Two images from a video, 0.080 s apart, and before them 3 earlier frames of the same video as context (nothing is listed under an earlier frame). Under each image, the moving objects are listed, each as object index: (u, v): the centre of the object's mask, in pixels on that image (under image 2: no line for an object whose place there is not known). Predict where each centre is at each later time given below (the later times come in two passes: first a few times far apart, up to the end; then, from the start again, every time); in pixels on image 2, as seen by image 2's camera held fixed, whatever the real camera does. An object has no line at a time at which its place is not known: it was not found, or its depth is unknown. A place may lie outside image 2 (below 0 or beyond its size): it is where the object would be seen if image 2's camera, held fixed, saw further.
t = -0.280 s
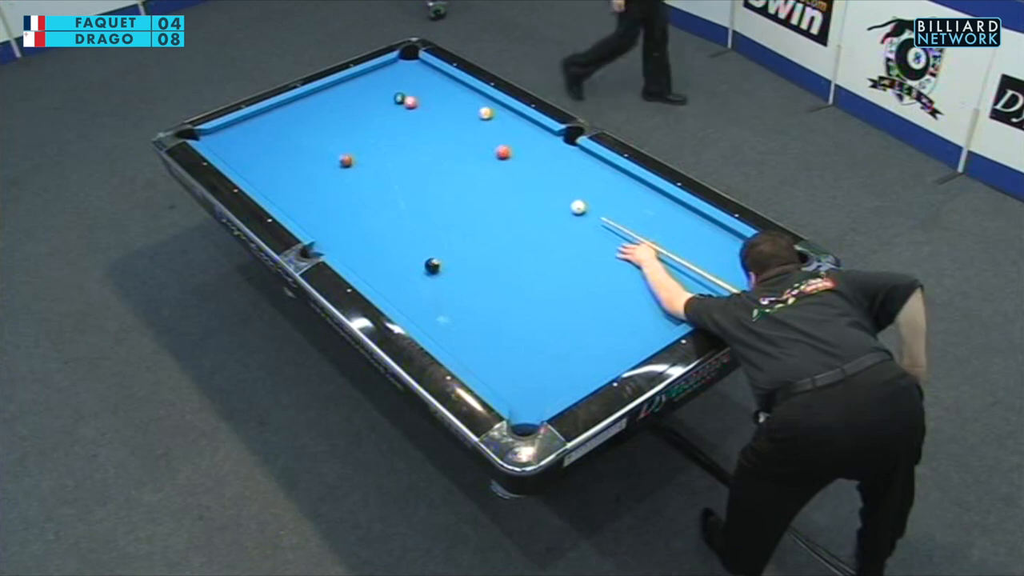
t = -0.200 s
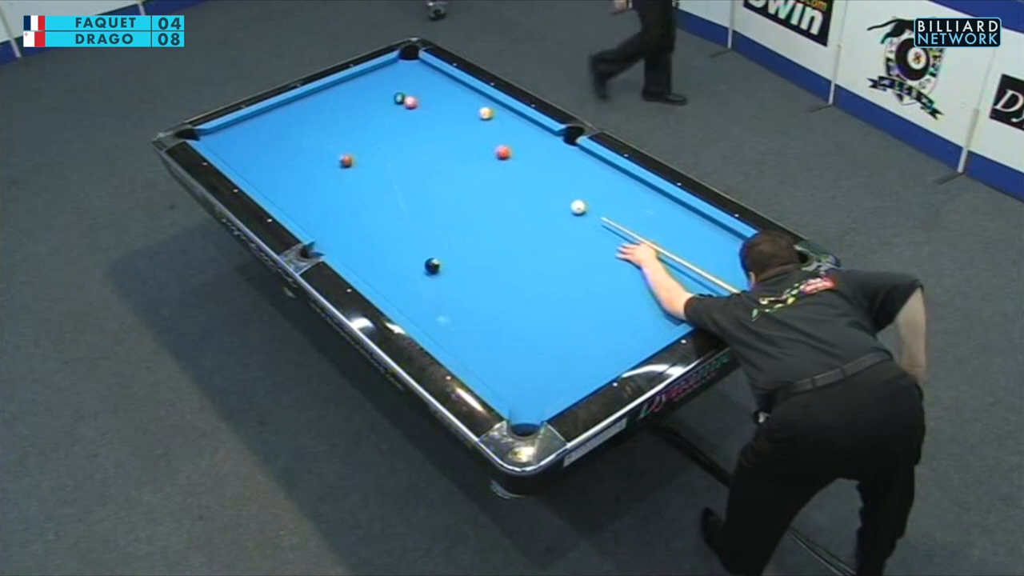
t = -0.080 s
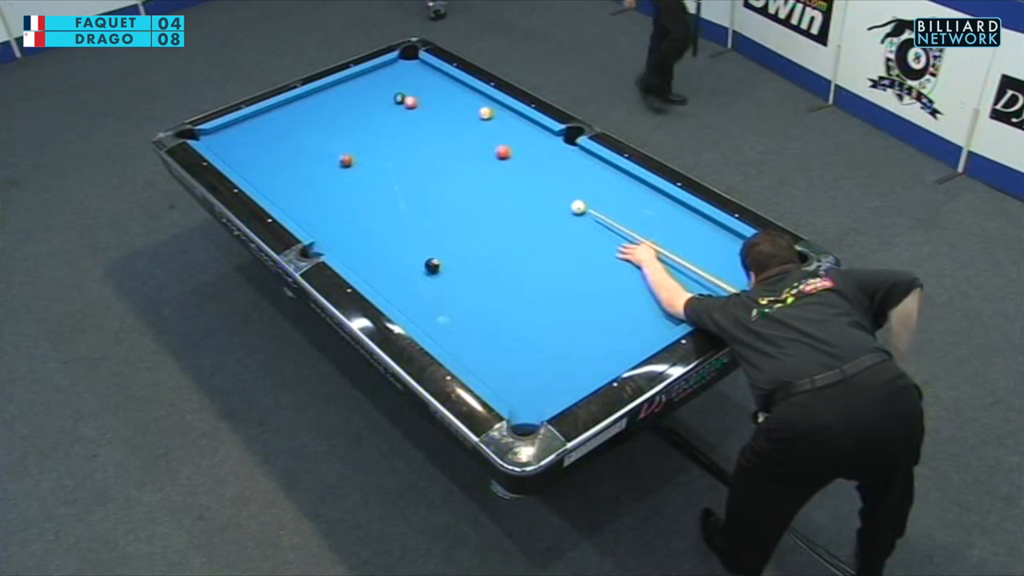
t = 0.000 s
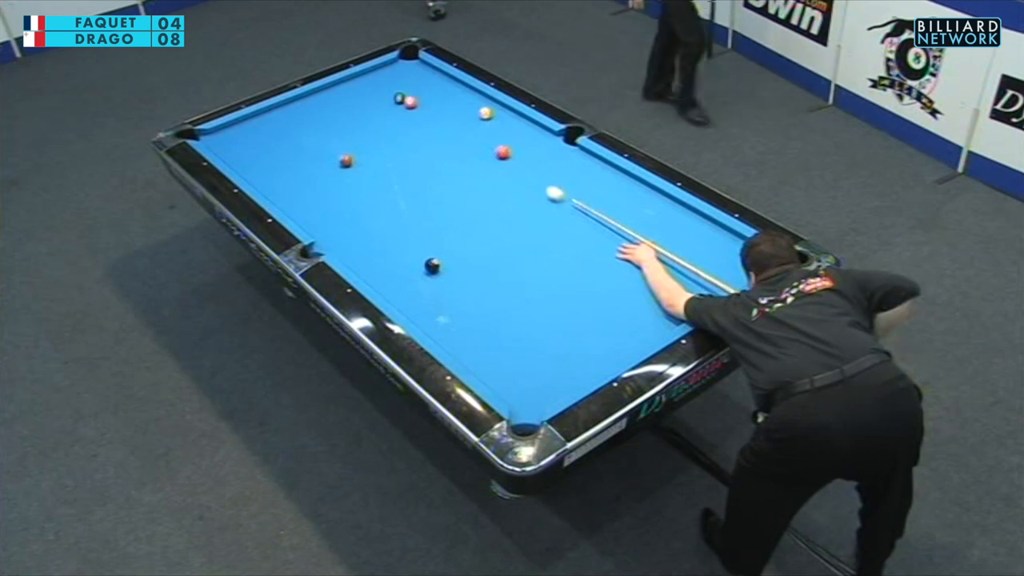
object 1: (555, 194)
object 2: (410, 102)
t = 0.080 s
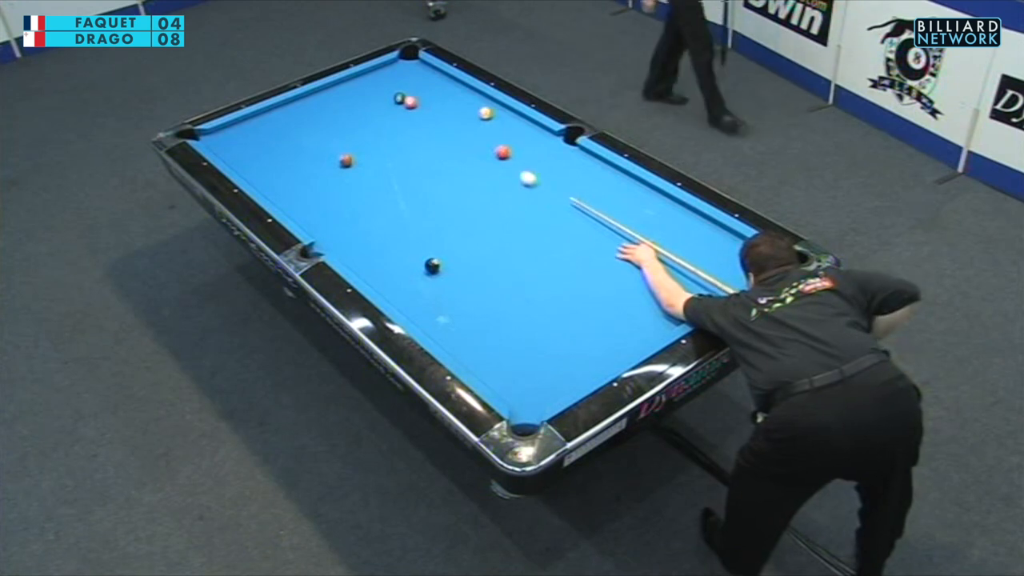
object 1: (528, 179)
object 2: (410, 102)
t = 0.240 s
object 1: (484, 154)
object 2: (410, 102)
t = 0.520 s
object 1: (418, 115)
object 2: (410, 102)
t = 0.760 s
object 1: (359, 95)
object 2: (419, 95)
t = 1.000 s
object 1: (340, 94)
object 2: (429, 85)
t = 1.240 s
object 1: (359, 107)
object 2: (438, 77)
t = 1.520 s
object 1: (380, 121)
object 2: (433, 74)
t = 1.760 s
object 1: (398, 134)
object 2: (424, 76)
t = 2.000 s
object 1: (417, 147)
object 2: (416, 77)
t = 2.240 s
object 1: (436, 161)
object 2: (408, 78)
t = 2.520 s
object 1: (458, 177)
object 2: (400, 78)
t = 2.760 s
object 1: (478, 190)
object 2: (394, 79)
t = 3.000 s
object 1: (497, 204)
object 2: (389, 79)
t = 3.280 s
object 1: (520, 220)
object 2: (383, 80)
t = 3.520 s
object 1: (540, 234)
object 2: (380, 80)
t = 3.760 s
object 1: (560, 248)
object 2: (376, 80)
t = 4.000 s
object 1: (580, 263)
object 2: (374, 80)
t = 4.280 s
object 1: (603, 279)
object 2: (373, 80)
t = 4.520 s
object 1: (623, 294)
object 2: (372, 80)
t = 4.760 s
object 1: (642, 308)
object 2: (372, 80)
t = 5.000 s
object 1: (662, 323)
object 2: (371, 80)
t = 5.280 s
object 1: (660, 322)
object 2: (372, 80)
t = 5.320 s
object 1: (658, 321)
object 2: (372, 80)
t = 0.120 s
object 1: (516, 172)
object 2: (410, 102)
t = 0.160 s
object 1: (505, 166)
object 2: (410, 102)
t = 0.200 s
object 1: (494, 160)
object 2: (411, 102)
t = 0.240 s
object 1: (484, 154)
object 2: (410, 102)
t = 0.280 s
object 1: (474, 148)
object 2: (410, 102)
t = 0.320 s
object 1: (464, 142)
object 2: (410, 102)
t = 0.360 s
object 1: (454, 136)
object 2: (410, 102)
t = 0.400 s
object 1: (445, 131)
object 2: (410, 102)
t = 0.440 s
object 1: (436, 126)
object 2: (410, 102)
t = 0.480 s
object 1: (427, 121)
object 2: (410, 102)
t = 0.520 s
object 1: (418, 115)
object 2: (410, 102)
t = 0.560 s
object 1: (409, 110)
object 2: (411, 100)
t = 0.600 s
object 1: (399, 107)
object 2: (411, 101)
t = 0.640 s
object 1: (388, 104)
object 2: (414, 100)
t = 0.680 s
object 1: (378, 101)
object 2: (416, 98)
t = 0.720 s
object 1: (369, 98)
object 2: (417, 96)
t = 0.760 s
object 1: (359, 95)
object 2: (419, 95)
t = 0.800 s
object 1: (350, 92)
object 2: (421, 93)
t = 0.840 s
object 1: (340, 89)
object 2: (422, 92)
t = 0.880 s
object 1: (331, 87)
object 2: (424, 90)
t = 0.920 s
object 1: (331, 88)
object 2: (425, 89)
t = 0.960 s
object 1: (335, 91)
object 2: (427, 87)
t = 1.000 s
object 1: (340, 94)
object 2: (429, 85)
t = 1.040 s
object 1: (344, 96)
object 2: (430, 84)
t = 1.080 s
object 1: (347, 98)
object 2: (432, 83)
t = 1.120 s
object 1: (350, 101)
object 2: (433, 82)
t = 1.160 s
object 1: (353, 103)
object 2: (436, 80)
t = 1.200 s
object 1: (356, 105)
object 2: (437, 79)
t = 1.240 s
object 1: (359, 107)
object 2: (438, 77)
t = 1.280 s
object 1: (362, 109)
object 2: (439, 76)
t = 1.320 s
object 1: (365, 111)
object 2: (440, 75)
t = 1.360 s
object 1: (368, 113)
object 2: (440, 74)
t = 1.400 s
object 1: (371, 115)
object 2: (439, 74)
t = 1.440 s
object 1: (374, 117)
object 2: (437, 74)
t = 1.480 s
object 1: (377, 119)
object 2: (436, 74)
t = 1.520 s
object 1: (380, 121)
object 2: (433, 74)
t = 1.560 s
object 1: (383, 123)
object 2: (432, 74)
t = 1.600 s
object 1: (386, 126)
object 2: (431, 75)
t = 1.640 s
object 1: (389, 128)
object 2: (429, 75)
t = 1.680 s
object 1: (392, 130)
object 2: (427, 76)
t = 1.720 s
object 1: (395, 132)
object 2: (426, 76)
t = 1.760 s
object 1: (398, 134)
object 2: (424, 76)
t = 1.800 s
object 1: (401, 136)
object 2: (423, 76)
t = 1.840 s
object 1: (404, 139)
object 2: (421, 76)
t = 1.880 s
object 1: (408, 141)
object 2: (420, 76)
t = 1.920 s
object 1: (411, 143)
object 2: (419, 76)
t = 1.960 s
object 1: (414, 145)
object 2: (417, 76)
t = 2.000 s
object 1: (417, 147)
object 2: (416, 77)
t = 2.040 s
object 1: (420, 149)
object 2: (415, 77)
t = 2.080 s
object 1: (423, 152)
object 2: (413, 77)
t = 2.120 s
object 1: (426, 154)
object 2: (412, 77)
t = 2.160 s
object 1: (429, 156)
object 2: (411, 77)
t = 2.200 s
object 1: (433, 159)
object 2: (409, 78)
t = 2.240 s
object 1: (436, 161)
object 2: (408, 78)
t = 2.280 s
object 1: (439, 163)
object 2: (407, 78)
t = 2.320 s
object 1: (442, 165)
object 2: (406, 78)
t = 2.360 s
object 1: (445, 167)
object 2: (404, 78)
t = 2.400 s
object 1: (448, 170)
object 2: (403, 78)
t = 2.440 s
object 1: (452, 172)
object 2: (402, 79)
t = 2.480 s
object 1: (455, 174)
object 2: (401, 78)
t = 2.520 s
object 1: (458, 177)
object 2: (400, 78)
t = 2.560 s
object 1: (461, 179)
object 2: (398, 79)
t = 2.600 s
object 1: (464, 181)
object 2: (397, 78)
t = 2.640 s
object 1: (468, 183)
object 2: (396, 78)
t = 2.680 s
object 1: (471, 186)
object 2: (395, 79)
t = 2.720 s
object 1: (474, 188)
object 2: (394, 79)
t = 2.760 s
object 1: (478, 190)
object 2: (394, 79)
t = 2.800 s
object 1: (481, 192)
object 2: (393, 79)
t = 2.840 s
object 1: (484, 195)
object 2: (392, 79)
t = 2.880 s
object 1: (487, 197)
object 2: (391, 79)
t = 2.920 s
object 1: (490, 199)
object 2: (390, 79)
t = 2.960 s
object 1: (494, 202)
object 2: (390, 79)
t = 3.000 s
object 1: (497, 204)
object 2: (389, 79)
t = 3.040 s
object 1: (501, 206)
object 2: (388, 79)
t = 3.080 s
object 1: (504, 208)
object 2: (387, 80)
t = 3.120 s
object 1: (507, 211)
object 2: (386, 80)
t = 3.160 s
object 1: (511, 213)
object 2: (386, 80)
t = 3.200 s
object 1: (514, 216)
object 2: (385, 79)
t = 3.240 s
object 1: (517, 218)
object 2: (384, 80)
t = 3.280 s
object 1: (520, 220)
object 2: (383, 80)
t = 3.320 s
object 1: (523, 222)
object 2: (382, 80)
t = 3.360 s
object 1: (527, 225)
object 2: (382, 80)
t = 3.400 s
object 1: (530, 227)
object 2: (381, 80)
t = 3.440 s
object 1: (534, 229)
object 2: (381, 80)
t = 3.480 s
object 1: (537, 232)
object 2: (380, 80)
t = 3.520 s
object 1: (540, 234)
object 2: (380, 80)
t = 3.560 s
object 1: (543, 237)
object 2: (379, 80)
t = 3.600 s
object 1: (547, 239)
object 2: (378, 80)
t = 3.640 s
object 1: (550, 241)
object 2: (377, 80)
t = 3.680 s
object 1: (553, 244)
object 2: (377, 80)
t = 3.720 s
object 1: (557, 246)
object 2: (377, 80)
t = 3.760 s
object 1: (560, 248)
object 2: (376, 80)
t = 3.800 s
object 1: (563, 251)
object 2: (376, 80)
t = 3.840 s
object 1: (566, 253)
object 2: (375, 80)
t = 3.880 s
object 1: (570, 255)
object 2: (375, 80)
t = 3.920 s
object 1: (573, 258)
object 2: (375, 80)
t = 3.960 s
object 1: (577, 260)
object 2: (374, 80)
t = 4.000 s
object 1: (580, 263)
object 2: (374, 80)
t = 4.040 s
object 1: (584, 265)
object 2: (374, 80)
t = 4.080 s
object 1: (587, 267)
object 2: (373, 80)
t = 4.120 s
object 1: (590, 270)
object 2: (373, 80)
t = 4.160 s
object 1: (593, 272)
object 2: (373, 80)
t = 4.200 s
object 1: (596, 274)
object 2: (373, 80)
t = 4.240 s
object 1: (600, 277)
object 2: (373, 80)
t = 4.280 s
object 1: (603, 279)
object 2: (373, 80)
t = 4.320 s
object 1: (606, 282)
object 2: (372, 80)
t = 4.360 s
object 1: (610, 284)
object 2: (372, 80)
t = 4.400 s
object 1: (613, 287)
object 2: (372, 80)
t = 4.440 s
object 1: (616, 289)
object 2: (372, 80)
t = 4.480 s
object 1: (619, 291)
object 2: (372, 80)
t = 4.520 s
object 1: (623, 294)
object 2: (372, 80)
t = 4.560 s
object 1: (626, 296)
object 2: (372, 80)
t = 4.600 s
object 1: (630, 299)
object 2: (372, 80)
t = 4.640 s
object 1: (633, 301)
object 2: (372, 80)
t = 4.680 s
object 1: (636, 303)
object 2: (372, 80)
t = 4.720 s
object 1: (639, 306)
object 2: (372, 80)
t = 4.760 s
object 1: (642, 308)
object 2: (372, 80)
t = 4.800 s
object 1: (646, 310)
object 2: (371, 80)
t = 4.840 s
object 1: (649, 313)
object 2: (372, 80)
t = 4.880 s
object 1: (653, 315)
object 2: (372, 80)
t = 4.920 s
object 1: (656, 318)
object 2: (371, 80)
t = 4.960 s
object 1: (659, 320)
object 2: (372, 80)
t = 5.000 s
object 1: (662, 323)
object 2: (371, 80)
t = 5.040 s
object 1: (665, 324)
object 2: (371, 80)
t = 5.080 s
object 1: (668, 325)
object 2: (371, 80)
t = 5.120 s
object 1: (666, 325)
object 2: (372, 80)
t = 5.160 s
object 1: (665, 325)
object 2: (372, 80)
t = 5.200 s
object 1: (663, 324)
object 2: (372, 80)
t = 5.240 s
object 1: (662, 323)
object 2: (372, 80)
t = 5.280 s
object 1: (660, 322)
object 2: (372, 80)
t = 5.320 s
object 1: (658, 321)
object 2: (372, 80)
